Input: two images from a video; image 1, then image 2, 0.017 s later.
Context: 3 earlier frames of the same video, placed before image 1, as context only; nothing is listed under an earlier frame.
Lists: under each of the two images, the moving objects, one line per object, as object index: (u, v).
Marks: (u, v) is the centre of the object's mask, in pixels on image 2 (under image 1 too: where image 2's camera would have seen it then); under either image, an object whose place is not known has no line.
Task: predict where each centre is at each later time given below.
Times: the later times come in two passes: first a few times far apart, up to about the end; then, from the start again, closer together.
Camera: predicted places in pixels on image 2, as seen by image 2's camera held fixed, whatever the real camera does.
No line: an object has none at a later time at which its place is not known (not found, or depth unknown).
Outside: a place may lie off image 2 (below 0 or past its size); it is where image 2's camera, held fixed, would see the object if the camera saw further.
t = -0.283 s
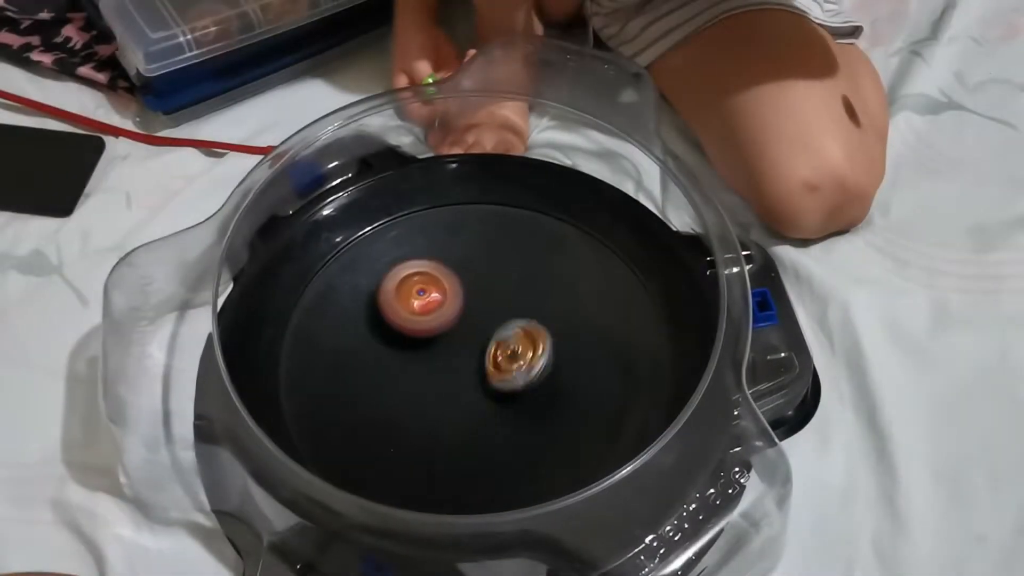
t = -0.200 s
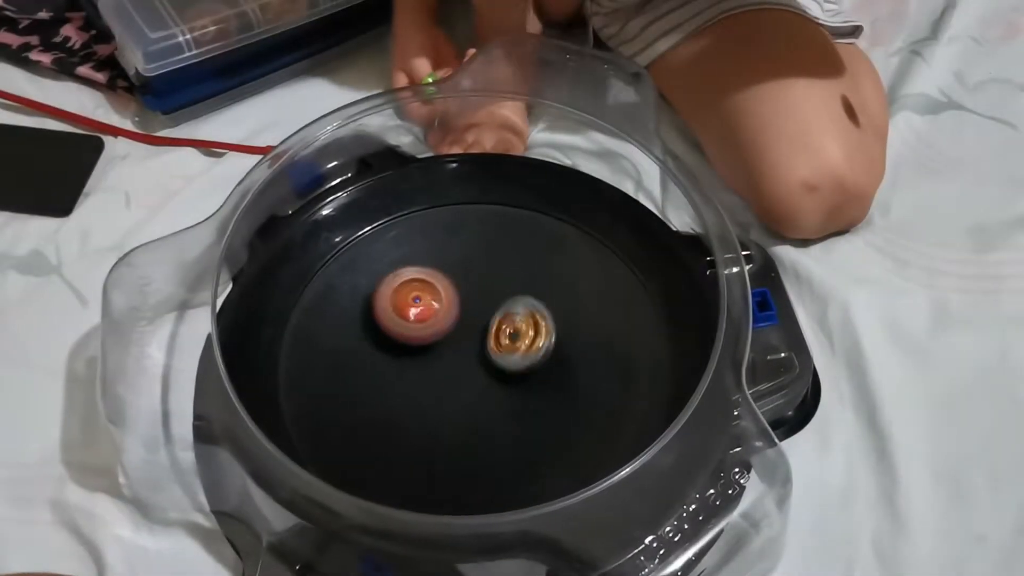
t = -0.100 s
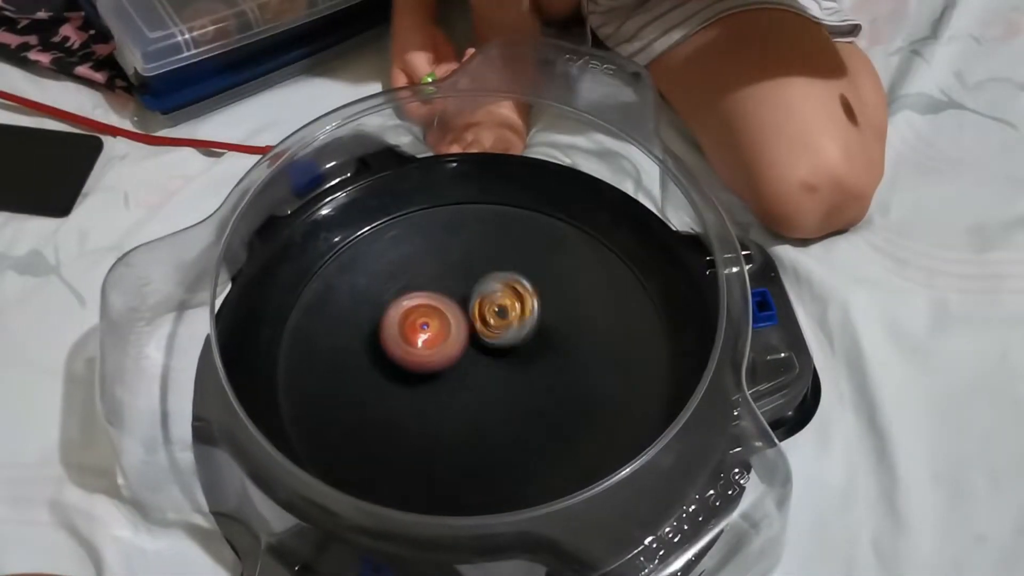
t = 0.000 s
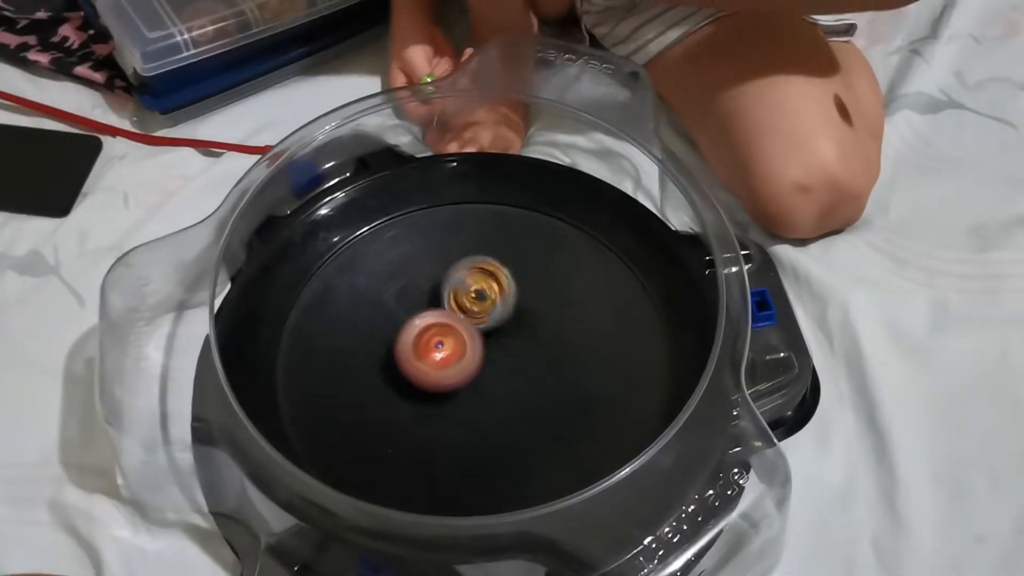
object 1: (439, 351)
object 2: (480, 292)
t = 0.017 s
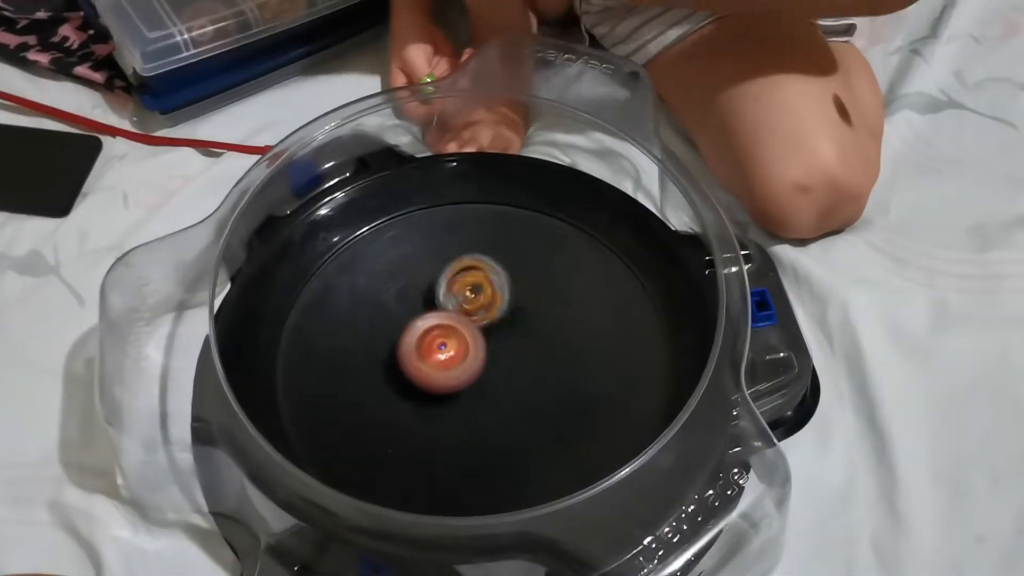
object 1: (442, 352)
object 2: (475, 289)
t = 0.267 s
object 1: (468, 400)
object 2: (460, 270)
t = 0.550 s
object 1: (591, 392)
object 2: (395, 285)
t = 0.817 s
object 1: (571, 372)
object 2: (416, 296)
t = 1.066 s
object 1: (531, 379)
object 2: (481, 277)
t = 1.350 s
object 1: (500, 375)
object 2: (487, 282)
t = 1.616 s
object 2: (482, 302)
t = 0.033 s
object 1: (442, 356)
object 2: (472, 286)
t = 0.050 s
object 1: (441, 364)
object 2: (473, 280)
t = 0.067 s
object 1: (440, 371)
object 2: (473, 271)
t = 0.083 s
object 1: (439, 377)
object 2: (471, 266)
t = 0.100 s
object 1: (439, 383)
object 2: (471, 263)
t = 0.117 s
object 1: (439, 388)
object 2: (471, 258)
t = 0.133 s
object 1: (440, 392)
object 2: (469, 255)
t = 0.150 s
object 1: (442, 395)
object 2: (467, 255)
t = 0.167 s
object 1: (444, 398)
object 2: (466, 255)
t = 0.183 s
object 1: (447, 400)
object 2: (465, 256)
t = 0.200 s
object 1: (450, 401)
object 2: (464, 258)
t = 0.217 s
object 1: (454, 402)
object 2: (462, 260)
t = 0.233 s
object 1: (458, 402)
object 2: (463, 264)
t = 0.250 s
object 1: (463, 402)
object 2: (462, 266)
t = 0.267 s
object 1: (468, 400)
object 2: (460, 270)
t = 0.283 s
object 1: (473, 399)
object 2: (460, 274)
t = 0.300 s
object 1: (479, 396)
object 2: (457, 278)
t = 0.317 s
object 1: (484, 394)
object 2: (456, 284)
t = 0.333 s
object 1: (490, 390)
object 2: (457, 290)
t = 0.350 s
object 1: (496, 387)
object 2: (456, 294)
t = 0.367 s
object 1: (501, 383)
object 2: (457, 300)
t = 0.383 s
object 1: (505, 378)
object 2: (456, 304)
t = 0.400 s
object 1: (509, 373)
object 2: (455, 310)
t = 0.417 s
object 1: (513, 368)
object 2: (456, 316)
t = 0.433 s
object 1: (516, 363)
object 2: (455, 320)
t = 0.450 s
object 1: (530, 367)
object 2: (447, 319)
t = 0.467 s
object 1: (544, 373)
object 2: (437, 311)
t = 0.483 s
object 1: (556, 379)
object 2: (426, 303)
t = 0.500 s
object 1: (567, 383)
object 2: (417, 299)
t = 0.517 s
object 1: (576, 387)
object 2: (410, 293)
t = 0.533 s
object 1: (585, 390)
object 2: (401, 289)
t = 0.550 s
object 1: (591, 392)
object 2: (395, 285)
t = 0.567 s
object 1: (596, 393)
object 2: (391, 283)
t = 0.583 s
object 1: (598, 394)
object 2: (386, 281)
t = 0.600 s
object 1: (600, 394)
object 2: (382, 281)
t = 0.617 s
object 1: (601, 394)
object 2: (382, 281)
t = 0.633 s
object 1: (601, 394)
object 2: (381, 281)
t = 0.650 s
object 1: (601, 392)
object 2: (382, 284)
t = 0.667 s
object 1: (599, 390)
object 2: (385, 286)
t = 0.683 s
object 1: (597, 388)
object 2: (388, 286)
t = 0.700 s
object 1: (595, 386)
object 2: (390, 288)
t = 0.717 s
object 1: (592, 384)
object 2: (394, 289)
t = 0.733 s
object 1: (588, 382)
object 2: (397, 289)
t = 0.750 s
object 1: (585, 380)
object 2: (399, 292)
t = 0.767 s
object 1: (582, 378)
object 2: (404, 293)
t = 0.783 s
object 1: (579, 376)
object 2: (408, 293)
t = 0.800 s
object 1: (575, 374)
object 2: (411, 294)
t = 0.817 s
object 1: (571, 372)
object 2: (416, 296)
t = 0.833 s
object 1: (566, 370)
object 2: (423, 295)
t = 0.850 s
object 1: (562, 368)
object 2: (426, 297)
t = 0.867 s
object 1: (558, 367)
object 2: (433, 298)
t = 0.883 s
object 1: (555, 366)
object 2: (439, 299)
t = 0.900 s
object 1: (551, 364)
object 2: (443, 300)
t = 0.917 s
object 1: (548, 363)
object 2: (449, 301)
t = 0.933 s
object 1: (541, 361)
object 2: (460, 302)
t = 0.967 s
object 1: (538, 360)
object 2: (466, 303)
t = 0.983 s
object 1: (532, 360)
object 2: (477, 303)
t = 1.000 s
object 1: (533, 368)
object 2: (479, 293)
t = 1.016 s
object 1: (533, 372)
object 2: (479, 287)
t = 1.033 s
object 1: (533, 375)
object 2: (479, 284)
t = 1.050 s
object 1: (532, 377)
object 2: (481, 280)
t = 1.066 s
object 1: (531, 379)
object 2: (481, 277)
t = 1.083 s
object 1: (530, 380)
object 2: (481, 276)
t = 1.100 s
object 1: (528, 381)
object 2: (483, 274)
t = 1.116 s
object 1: (526, 382)
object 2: (483, 271)
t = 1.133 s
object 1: (524, 382)
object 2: (483, 271)
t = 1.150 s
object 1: (522, 382)
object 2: (484, 271)
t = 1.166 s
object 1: (520, 382)
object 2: (484, 270)
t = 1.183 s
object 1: (518, 382)
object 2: (484, 270)
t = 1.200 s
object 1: (516, 381)
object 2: (485, 271)
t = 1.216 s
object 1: (514, 381)
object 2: (485, 271)
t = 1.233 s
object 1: (512, 380)
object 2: (486, 272)
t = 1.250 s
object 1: (510, 380)
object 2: (485, 273)
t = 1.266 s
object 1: (508, 379)
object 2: (487, 275)
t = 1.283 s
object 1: (507, 378)
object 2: (488, 275)
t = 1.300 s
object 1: (505, 377)
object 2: (487, 275)
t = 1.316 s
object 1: (503, 376)
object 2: (487, 277)
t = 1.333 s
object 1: (501, 376)
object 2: (487, 280)
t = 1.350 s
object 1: (500, 375)
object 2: (487, 282)
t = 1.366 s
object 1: (499, 374)
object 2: (486, 284)
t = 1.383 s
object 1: (498, 373)
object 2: (484, 288)
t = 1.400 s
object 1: (497, 373)
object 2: (483, 291)
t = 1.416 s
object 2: (482, 294)
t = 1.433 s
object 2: (482, 298)
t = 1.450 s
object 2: (482, 297)
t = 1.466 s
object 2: (481, 293)
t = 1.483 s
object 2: (479, 292)
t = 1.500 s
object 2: (479, 292)
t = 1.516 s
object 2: (478, 292)
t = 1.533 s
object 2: (476, 294)
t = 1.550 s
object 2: (478, 296)
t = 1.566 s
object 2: (479, 297)
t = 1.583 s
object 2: (479, 299)
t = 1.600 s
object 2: (481, 301)
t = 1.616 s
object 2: (482, 302)
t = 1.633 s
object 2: (482, 304)
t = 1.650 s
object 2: (484, 307)
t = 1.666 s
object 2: (486, 308)
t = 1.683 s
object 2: (486, 309)
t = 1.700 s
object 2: (488, 312)
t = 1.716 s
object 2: (490, 313)
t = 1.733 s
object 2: (491, 315)
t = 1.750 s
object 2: (493, 317)
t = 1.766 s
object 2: (496, 318)
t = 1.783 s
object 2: (497, 319)
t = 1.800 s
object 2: (498, 322)
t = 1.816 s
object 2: (500, 322)
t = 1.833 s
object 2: (501, 322)
